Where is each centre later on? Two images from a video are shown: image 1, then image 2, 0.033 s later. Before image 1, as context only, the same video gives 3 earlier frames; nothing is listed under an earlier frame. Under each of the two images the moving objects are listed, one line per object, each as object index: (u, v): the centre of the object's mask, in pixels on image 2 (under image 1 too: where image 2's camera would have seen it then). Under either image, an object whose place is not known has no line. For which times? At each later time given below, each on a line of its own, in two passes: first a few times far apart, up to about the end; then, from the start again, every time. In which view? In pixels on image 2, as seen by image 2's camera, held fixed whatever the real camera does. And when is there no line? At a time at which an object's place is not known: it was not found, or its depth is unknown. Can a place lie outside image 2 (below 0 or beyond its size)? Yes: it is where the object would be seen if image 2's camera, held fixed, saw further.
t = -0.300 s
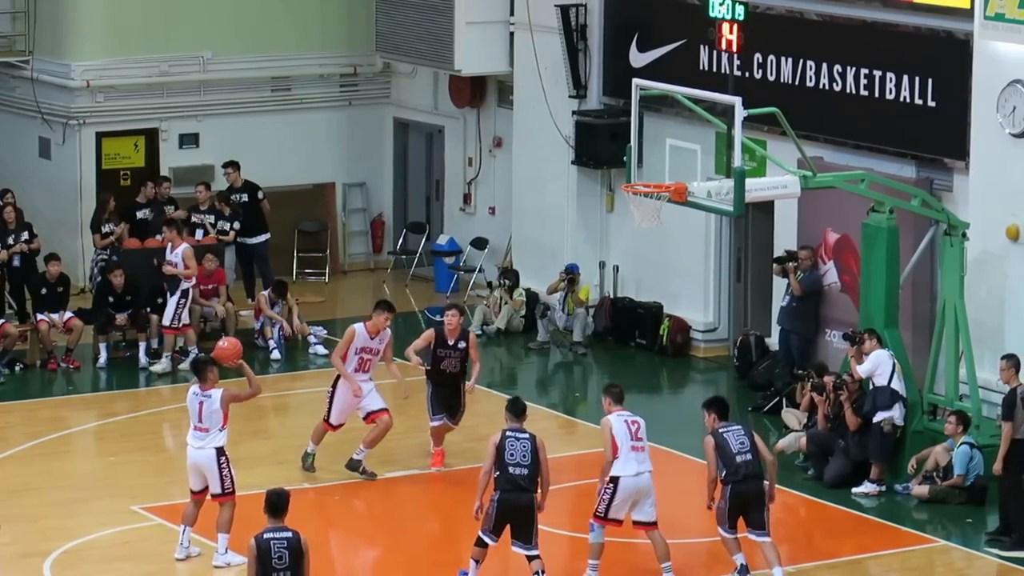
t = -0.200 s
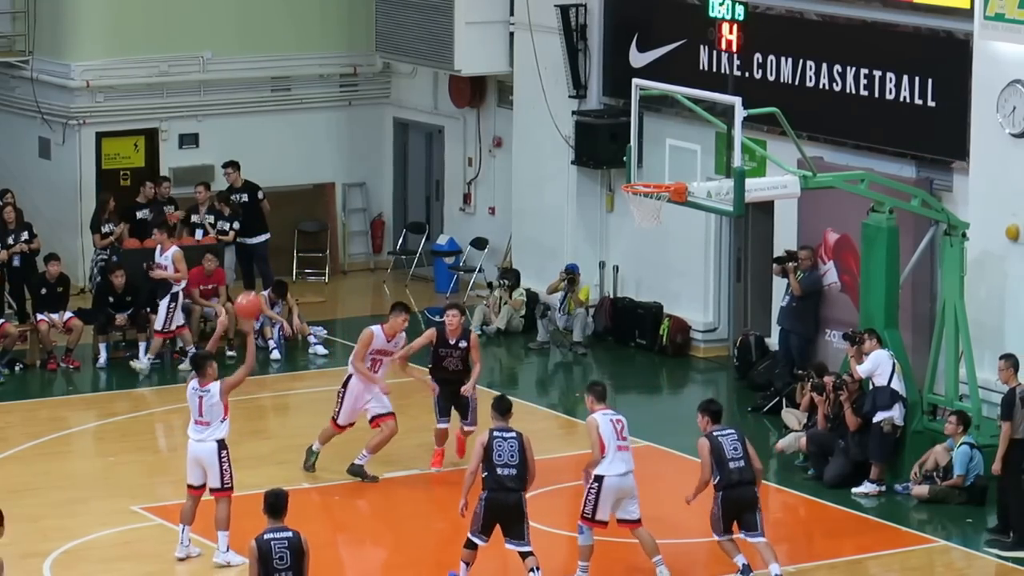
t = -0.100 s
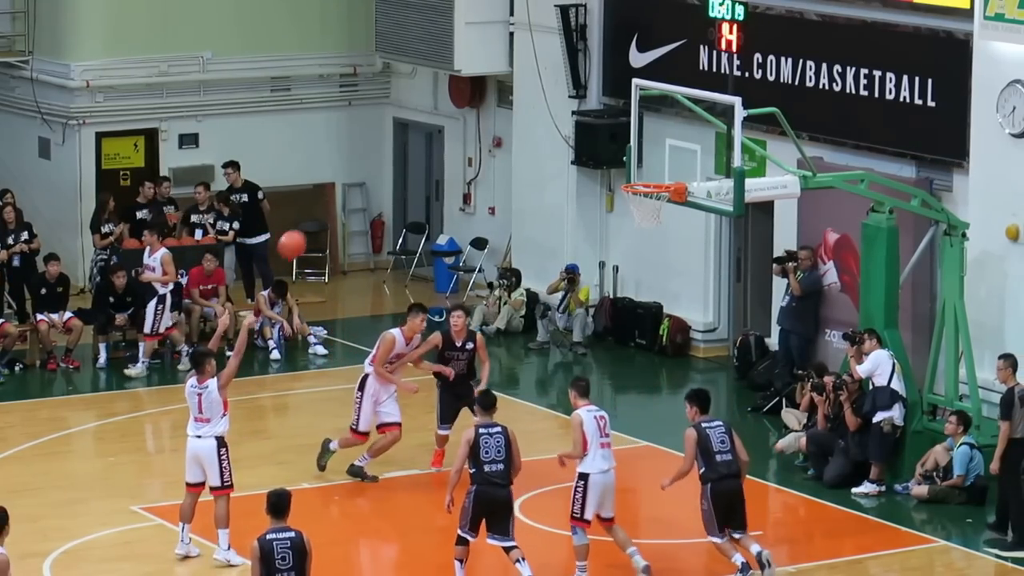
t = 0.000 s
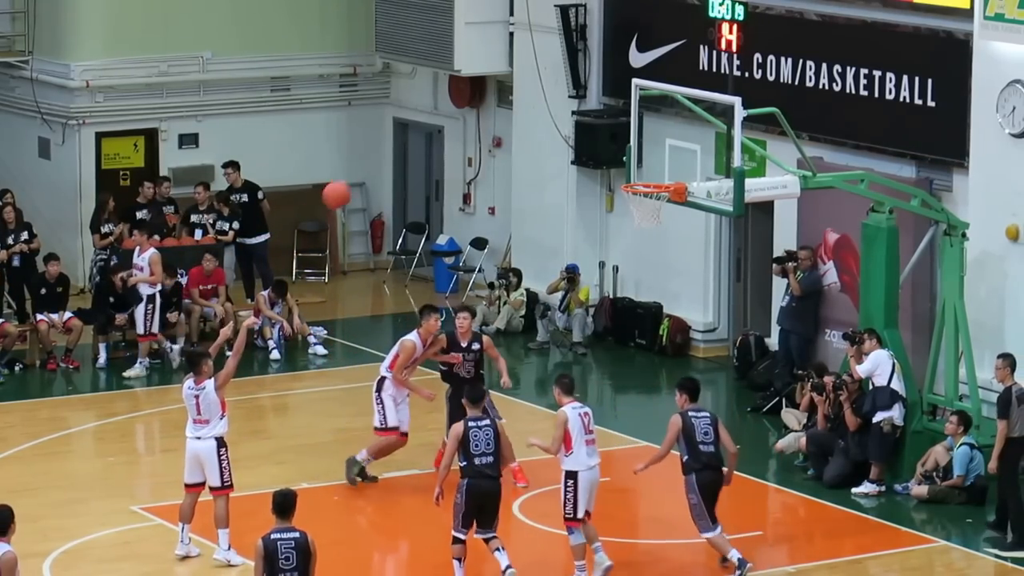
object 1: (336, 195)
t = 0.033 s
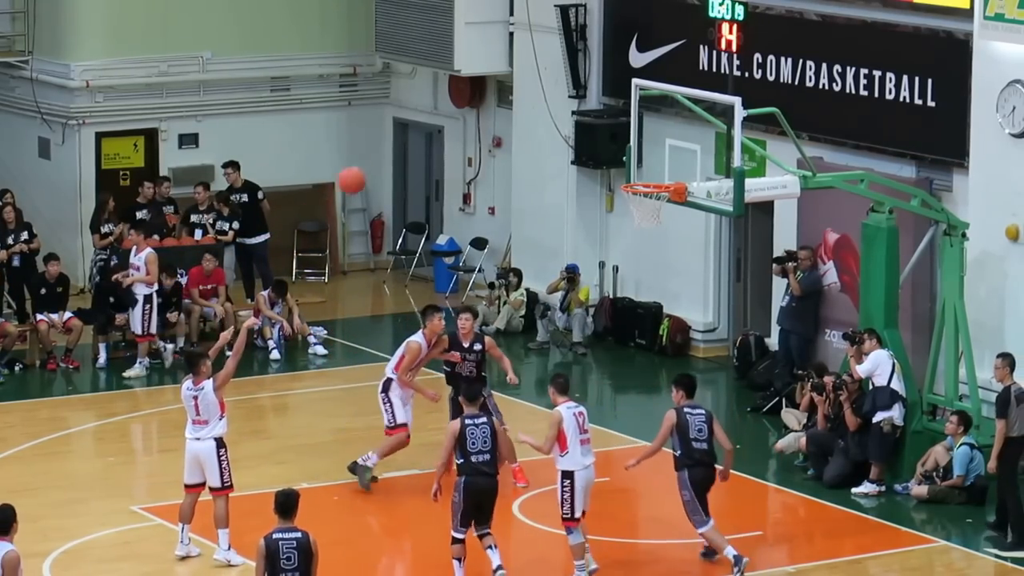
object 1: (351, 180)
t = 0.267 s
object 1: (451, 115)
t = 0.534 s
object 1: (561, 114)
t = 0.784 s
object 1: (659, 178)
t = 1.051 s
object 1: (582, 170)
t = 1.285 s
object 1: (512, 219)
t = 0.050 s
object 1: (358, 173)
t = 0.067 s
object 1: (365, 167)
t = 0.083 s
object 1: (373, 161)
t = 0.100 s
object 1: (380, 156)
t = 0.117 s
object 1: (387, 150)
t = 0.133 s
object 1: (395, 145)
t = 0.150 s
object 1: (402, 140)
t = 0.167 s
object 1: (408, 136)
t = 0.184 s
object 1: (415, 132)
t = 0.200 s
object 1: (423, 128)
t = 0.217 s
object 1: (430, 125)
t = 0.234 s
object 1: (437, 121)
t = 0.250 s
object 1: (444, 118)
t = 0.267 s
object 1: (451, 115)
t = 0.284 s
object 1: (458, 113)
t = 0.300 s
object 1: (465, 111)
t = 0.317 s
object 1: (472, 109)
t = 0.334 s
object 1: (479, 108)
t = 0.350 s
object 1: (486, 107)
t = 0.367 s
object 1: (493, 106)
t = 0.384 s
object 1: (500, 105)
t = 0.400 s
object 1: (507, 105)
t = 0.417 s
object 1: (513, 105)
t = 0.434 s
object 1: (520, 106)
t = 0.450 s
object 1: (528, 107)
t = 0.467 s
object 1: (535, 108)
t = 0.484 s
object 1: (541, 109)
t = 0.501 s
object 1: (548, 110)
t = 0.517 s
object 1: (555, 112)
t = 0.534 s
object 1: (561, 114)
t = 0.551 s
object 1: (569, 116)
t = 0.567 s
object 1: (575, 119)
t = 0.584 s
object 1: (582, 122)
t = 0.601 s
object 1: (588, 125)
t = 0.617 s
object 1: (595, 129)
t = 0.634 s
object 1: (601, 133)
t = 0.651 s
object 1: (608, 136)
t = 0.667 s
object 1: (614, 141)
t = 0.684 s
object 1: (620, 145)
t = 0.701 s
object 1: (627, 150)
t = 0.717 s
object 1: (634, 155)
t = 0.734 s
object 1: (640, 161)
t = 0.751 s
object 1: (646, 166)
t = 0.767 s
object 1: (653, 172)
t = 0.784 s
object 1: (659, 178)
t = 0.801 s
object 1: (660, 179)
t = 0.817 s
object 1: (654, 177)
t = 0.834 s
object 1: (650, 175)
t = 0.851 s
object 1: (644, 173)
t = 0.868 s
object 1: (638, 172)
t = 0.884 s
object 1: (633, 170)
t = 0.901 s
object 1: (627, 169)
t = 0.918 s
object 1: (622, 168)
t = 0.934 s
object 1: (618, 167)
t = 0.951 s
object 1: (613, 167)
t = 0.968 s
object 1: (608, 166)
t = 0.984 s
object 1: (603, 167)
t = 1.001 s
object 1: (598, 167)
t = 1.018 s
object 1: (593, 168)
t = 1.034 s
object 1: (588, 169)
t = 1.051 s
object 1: (582, 170)
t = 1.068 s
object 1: (577, 172)
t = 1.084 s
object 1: (572, 174)
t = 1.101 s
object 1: (567, 176)
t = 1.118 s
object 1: (561, 179)
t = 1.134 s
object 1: (557, 182)
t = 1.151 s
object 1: (552, 184)
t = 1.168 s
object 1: (546, 188)
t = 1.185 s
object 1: (542, 191)
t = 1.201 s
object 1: (537, 195)
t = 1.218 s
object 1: (532, 199)
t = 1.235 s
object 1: (527, 204)
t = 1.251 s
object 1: (522, 208)
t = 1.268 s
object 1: (517, 213)
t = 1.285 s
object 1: (512, 219)
